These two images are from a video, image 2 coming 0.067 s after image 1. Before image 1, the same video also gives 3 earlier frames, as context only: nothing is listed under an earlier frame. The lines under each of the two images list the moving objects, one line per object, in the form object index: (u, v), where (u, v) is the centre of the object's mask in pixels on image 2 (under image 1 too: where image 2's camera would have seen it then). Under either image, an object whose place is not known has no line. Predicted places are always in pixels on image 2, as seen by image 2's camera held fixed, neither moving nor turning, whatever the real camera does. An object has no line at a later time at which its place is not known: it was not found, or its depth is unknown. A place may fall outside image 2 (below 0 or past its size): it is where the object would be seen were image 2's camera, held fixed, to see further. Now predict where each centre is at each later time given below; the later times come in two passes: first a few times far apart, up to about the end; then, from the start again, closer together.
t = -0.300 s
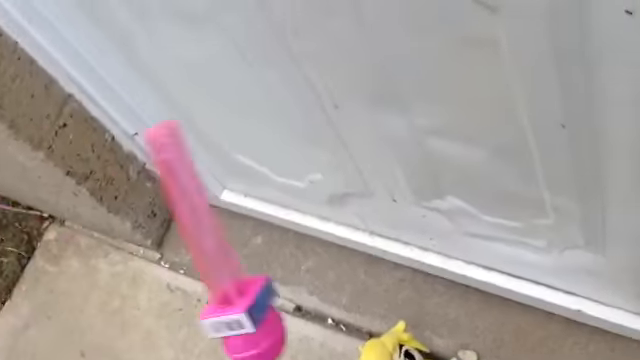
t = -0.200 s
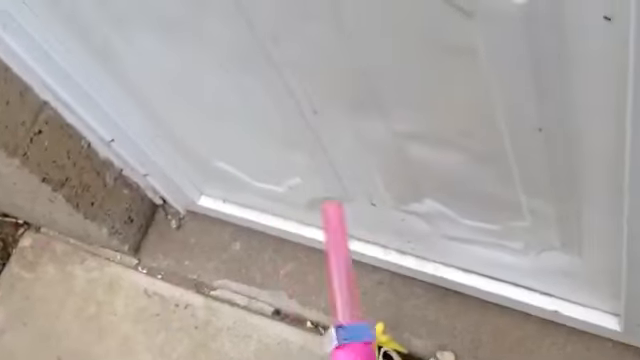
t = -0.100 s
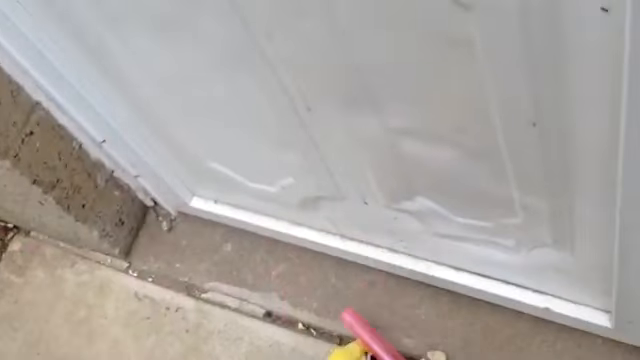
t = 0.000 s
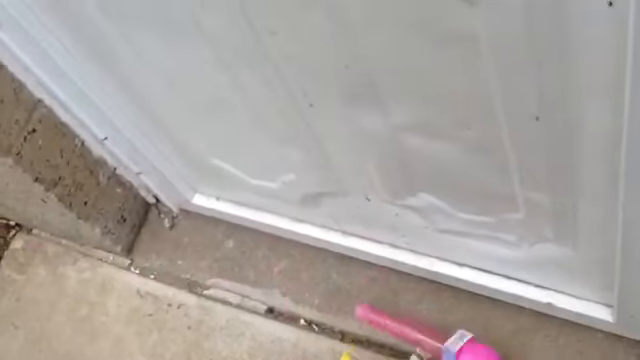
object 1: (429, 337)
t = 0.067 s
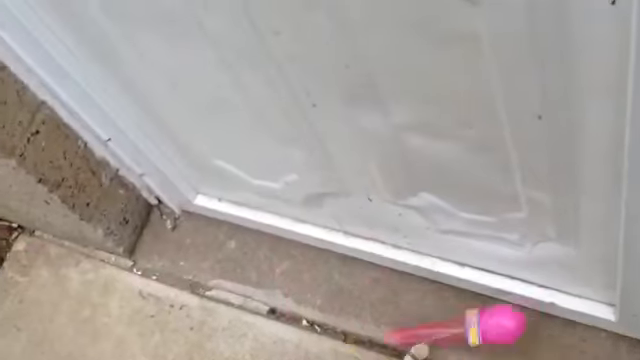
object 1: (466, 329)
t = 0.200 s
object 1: (493, 320)
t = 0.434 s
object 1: (490, 325)
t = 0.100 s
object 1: (476, 321)
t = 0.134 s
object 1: (481, 321)
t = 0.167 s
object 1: (488, 323)
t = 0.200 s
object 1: (493, 320)
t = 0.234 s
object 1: (499, 319)
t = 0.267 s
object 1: (500, 321)
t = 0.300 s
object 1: (499, 323)
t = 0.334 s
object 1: (496, 325)
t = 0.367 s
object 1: (493, 326)
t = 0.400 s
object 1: (491, 326)
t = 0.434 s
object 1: (490, 325)
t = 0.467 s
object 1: (489, 323)
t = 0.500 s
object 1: (486, 321)
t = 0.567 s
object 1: (493, 330)
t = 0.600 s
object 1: (492, 329)
